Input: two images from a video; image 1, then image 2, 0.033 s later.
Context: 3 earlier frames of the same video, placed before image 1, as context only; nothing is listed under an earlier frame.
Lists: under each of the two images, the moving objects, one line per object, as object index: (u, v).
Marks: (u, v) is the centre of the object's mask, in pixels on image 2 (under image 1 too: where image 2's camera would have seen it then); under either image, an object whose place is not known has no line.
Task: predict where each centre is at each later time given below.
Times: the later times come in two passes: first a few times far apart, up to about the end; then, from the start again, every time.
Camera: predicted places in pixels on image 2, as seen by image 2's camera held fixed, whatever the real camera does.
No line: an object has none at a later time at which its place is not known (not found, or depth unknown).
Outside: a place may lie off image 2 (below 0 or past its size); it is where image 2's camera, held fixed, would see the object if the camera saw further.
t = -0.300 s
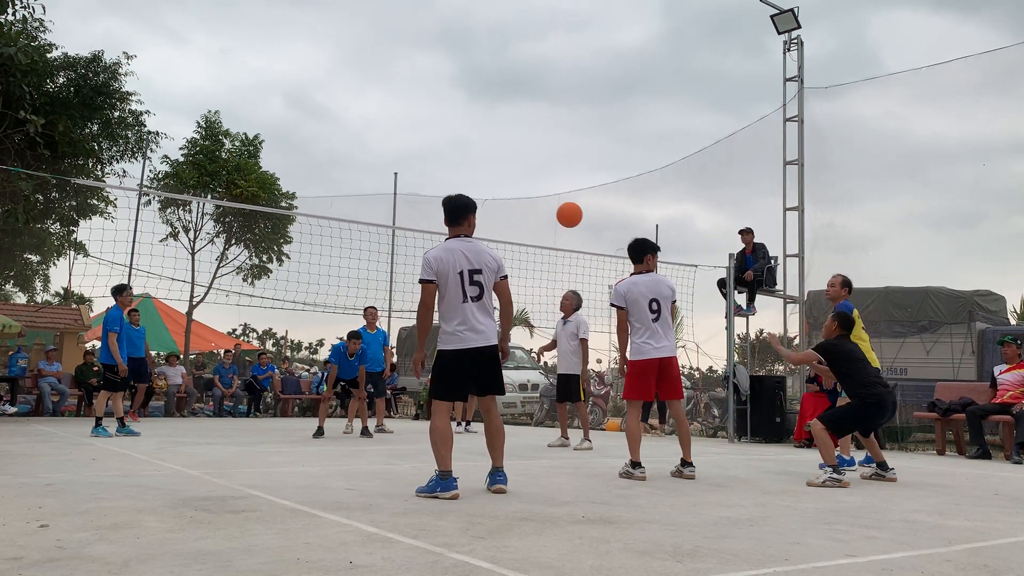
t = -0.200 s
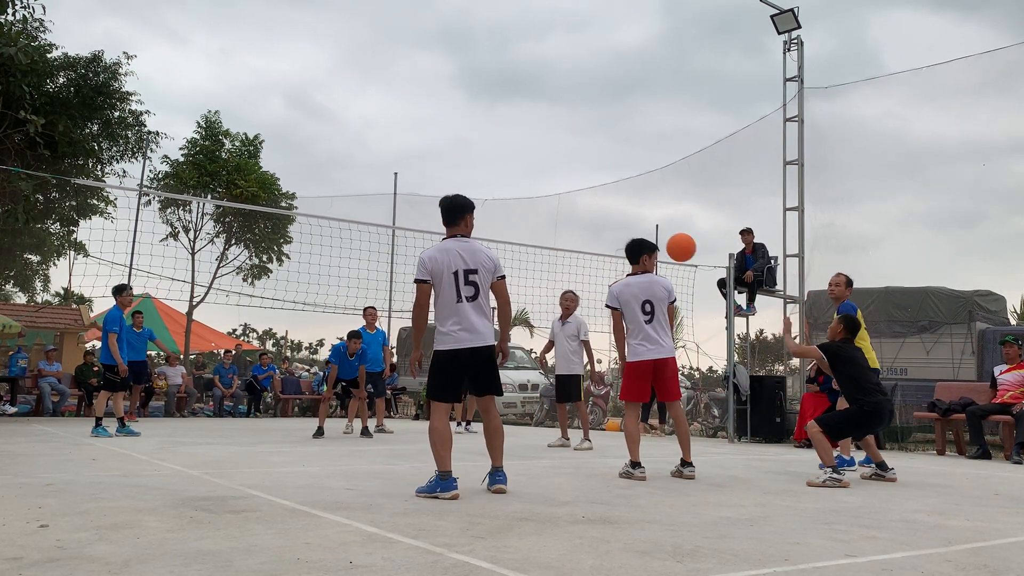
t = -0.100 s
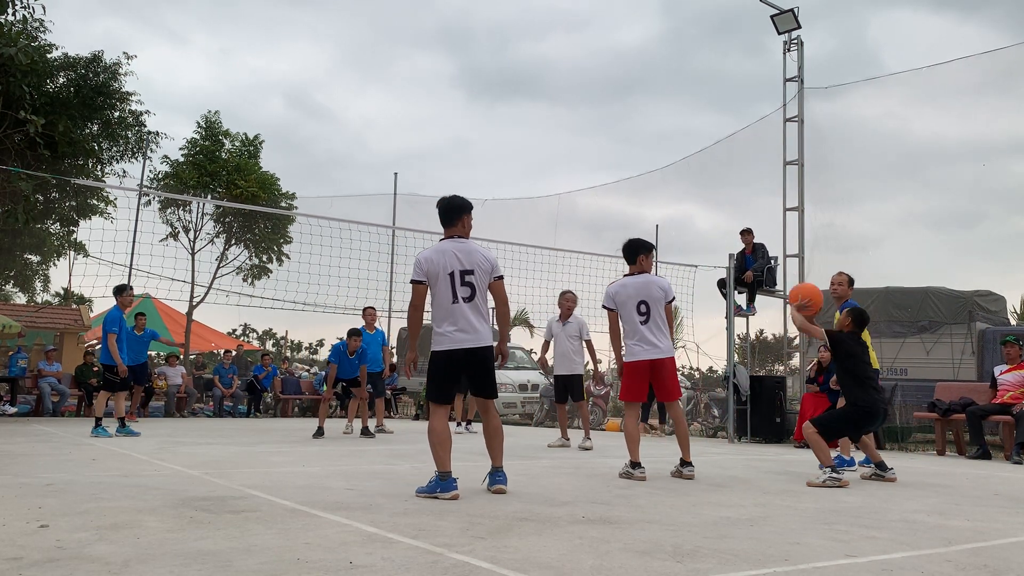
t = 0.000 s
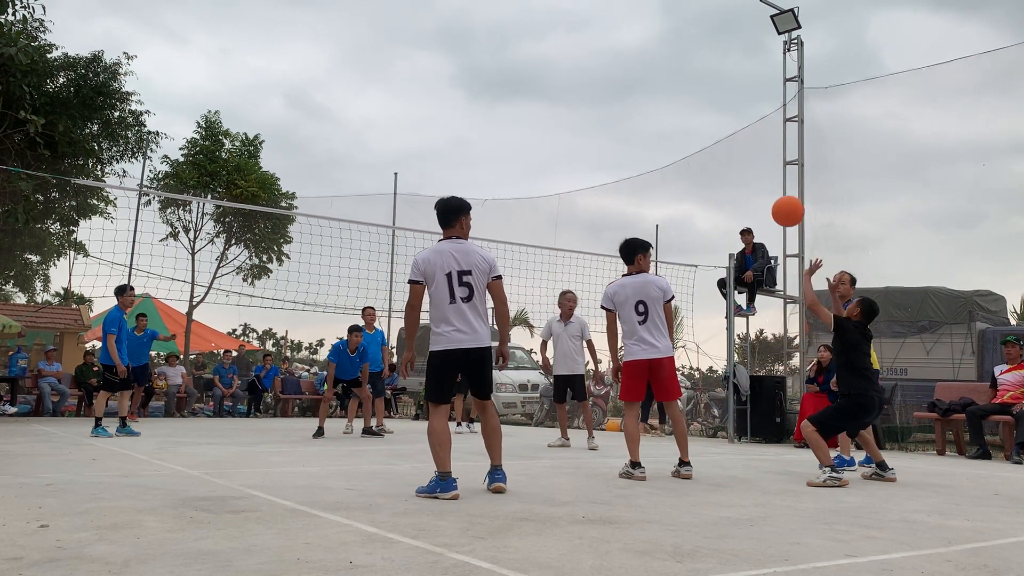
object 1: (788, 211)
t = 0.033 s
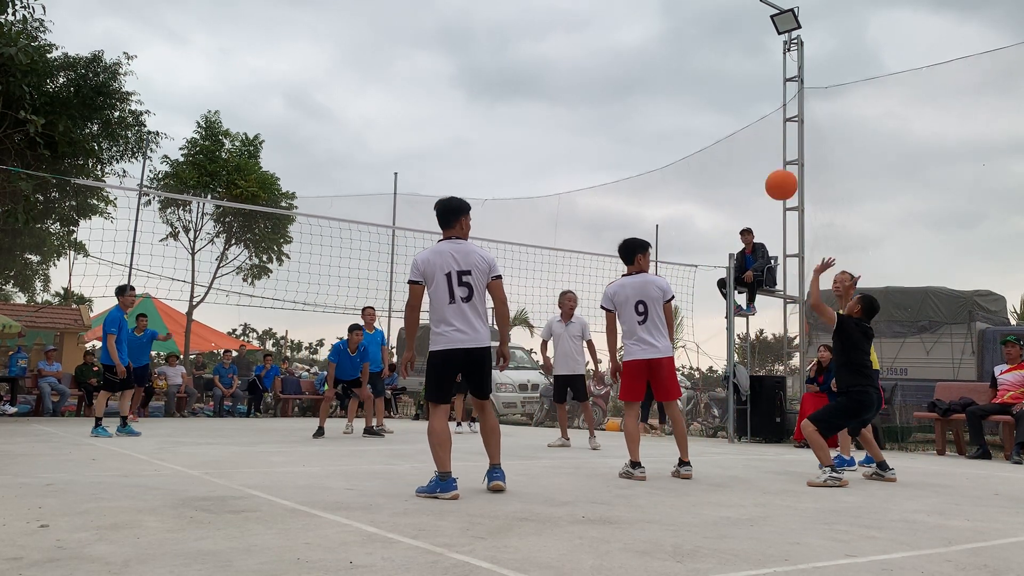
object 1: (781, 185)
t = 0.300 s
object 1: (729, 42)
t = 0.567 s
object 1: (681, 4)
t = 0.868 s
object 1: (632, 35)
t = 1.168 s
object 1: (586, 156)
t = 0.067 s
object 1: (775, 160)
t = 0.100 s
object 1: (768, 138)
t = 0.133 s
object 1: (762, 118)
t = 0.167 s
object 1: (755, 99)
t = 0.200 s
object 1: (749, 83)
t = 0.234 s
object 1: (742, 68)
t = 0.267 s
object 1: (736, 54)
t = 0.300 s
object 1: (729, 42)
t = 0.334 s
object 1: (723, 31)
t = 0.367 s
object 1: (717, 22)
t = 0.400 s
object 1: (711, 14)
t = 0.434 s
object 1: (705, 10)
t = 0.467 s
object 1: (699, 8)
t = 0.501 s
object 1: (693, 6)
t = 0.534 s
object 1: (687, 5)
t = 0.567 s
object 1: (681, 4)
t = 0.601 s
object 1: (676, 4)
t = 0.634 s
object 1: (670, 5)
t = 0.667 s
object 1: (665, 6)
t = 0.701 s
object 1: (659, 7)
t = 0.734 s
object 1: (654, 9)
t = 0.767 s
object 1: (649, 13)
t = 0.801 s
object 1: (643, 19)
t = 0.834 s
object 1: (638, 26)
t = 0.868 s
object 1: (632, 35)
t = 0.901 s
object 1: (627, 44)
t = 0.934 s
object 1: (622, 55)
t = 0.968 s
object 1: (617, 67)
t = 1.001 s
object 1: (611, 79)
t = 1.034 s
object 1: (606, 93)
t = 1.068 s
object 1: (601, 107)
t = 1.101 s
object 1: (596, 123)
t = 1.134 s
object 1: (591, 139)
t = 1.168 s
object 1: (586, 156)
